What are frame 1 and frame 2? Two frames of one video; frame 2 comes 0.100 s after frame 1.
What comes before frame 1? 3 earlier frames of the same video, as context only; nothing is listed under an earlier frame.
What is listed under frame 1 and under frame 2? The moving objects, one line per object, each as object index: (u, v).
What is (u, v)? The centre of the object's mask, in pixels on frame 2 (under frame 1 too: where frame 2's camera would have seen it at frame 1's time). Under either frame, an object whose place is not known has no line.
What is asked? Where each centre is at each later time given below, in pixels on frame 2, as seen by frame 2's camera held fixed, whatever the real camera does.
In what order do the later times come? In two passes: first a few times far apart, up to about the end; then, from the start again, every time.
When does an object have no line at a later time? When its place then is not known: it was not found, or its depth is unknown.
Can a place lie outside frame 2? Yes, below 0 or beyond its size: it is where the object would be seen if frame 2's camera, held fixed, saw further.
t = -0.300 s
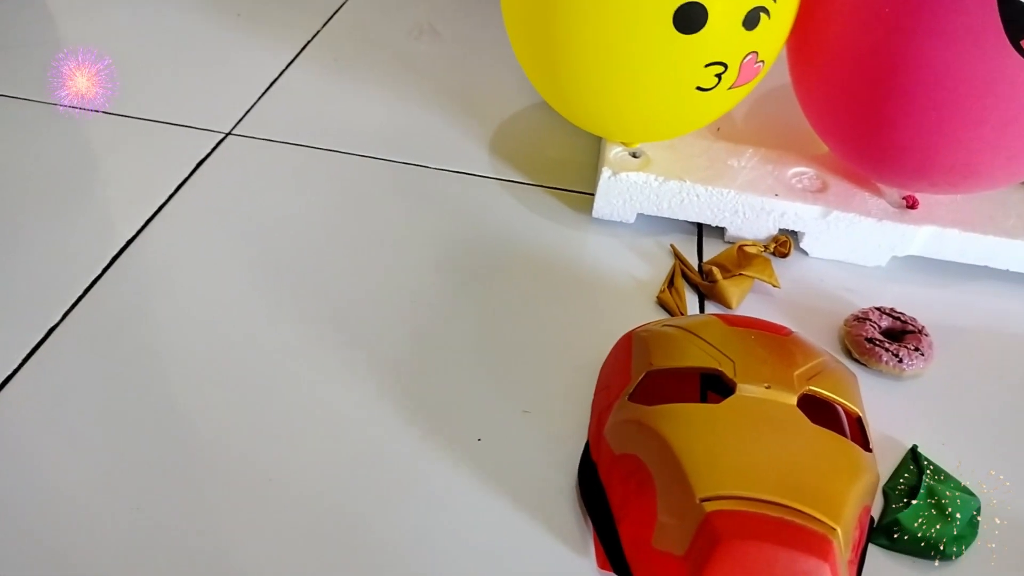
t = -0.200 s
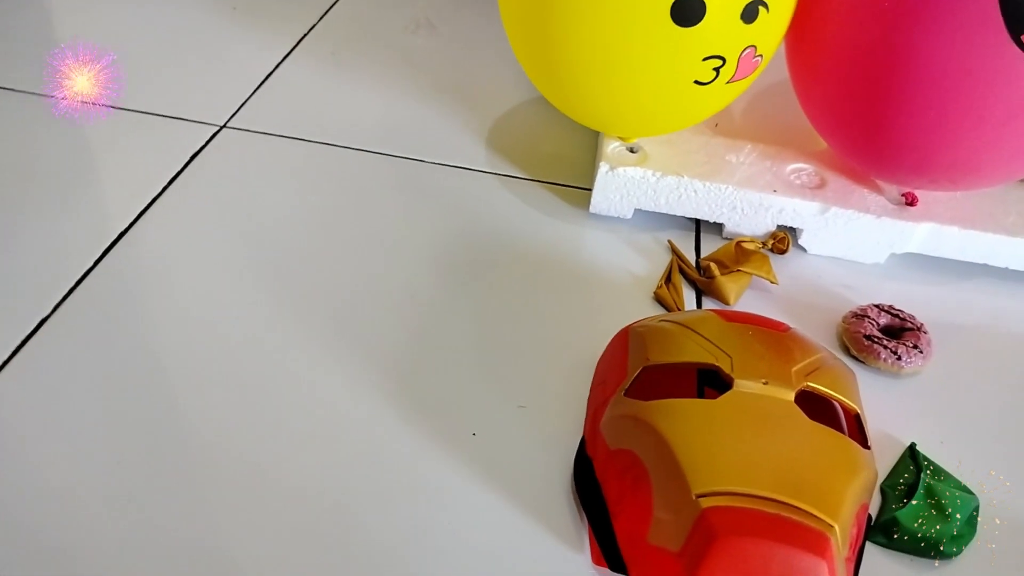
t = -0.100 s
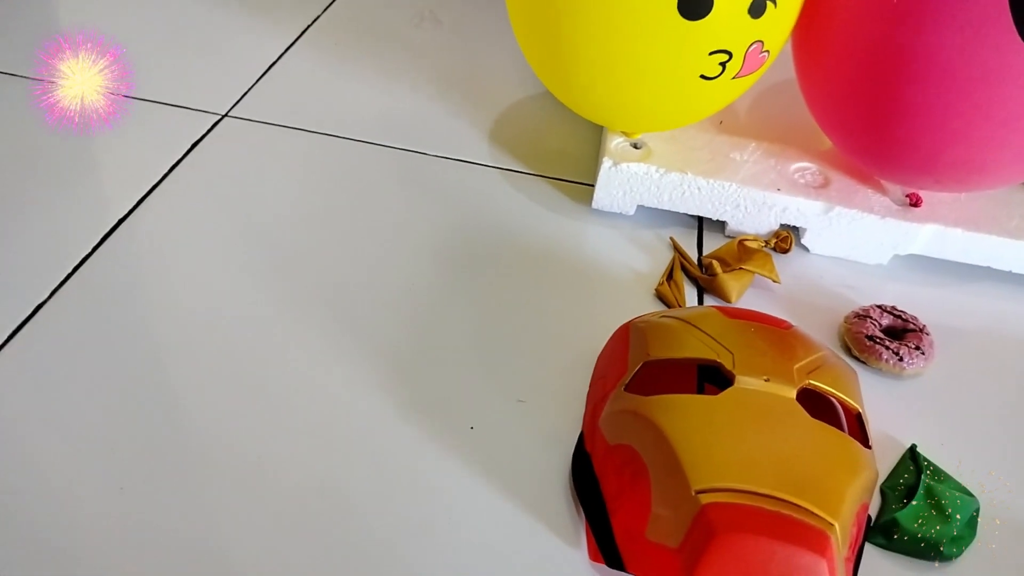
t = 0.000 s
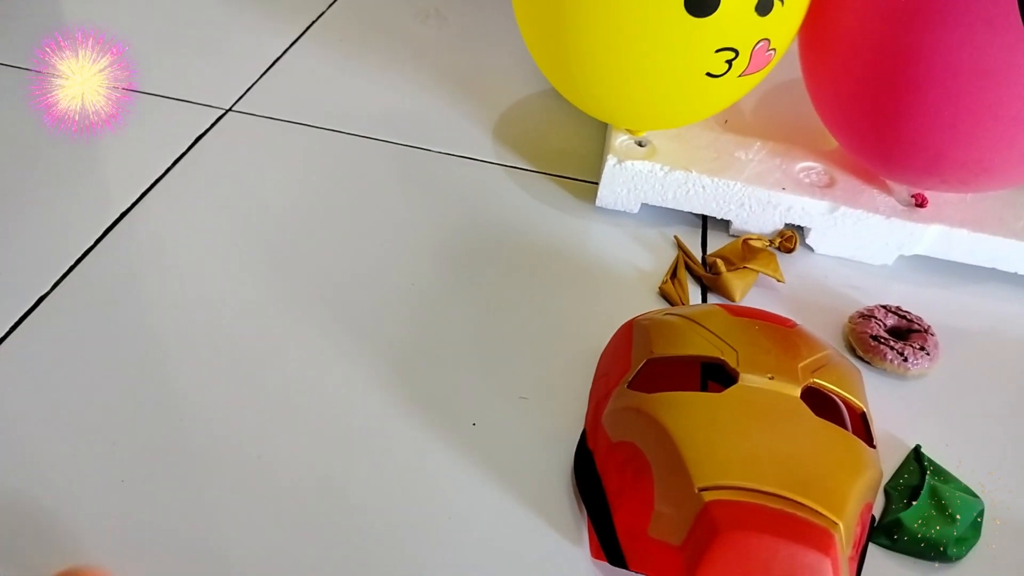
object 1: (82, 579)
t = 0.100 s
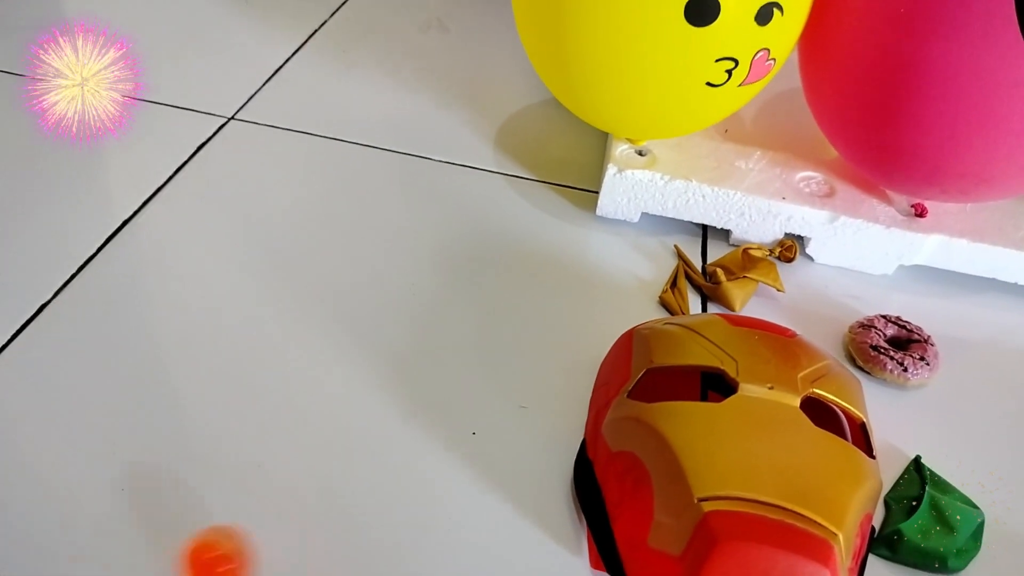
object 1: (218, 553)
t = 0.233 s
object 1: (383, 510)
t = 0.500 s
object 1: (543, 406)
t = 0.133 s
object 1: (261, 546)
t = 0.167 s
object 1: (305, 536)
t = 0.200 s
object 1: (344, 524)
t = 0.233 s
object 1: (383, 510)
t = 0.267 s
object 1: (420, 498)
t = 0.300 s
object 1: (456, 486)
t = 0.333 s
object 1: (490, 475)
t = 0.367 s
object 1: (524, 466)
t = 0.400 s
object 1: (553, 455)
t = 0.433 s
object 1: (550, 437)
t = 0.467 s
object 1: (546, 424)
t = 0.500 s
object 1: (543, 406)
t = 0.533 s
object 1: (540, 391)
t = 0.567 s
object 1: (537, 376)
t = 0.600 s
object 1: (534, 361)
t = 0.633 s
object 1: (531, 346)
